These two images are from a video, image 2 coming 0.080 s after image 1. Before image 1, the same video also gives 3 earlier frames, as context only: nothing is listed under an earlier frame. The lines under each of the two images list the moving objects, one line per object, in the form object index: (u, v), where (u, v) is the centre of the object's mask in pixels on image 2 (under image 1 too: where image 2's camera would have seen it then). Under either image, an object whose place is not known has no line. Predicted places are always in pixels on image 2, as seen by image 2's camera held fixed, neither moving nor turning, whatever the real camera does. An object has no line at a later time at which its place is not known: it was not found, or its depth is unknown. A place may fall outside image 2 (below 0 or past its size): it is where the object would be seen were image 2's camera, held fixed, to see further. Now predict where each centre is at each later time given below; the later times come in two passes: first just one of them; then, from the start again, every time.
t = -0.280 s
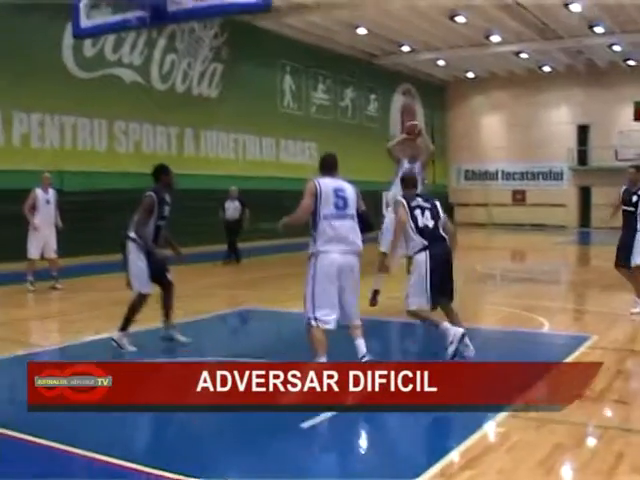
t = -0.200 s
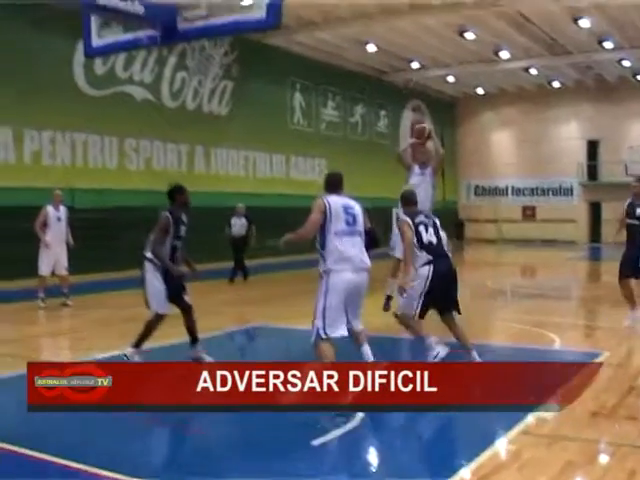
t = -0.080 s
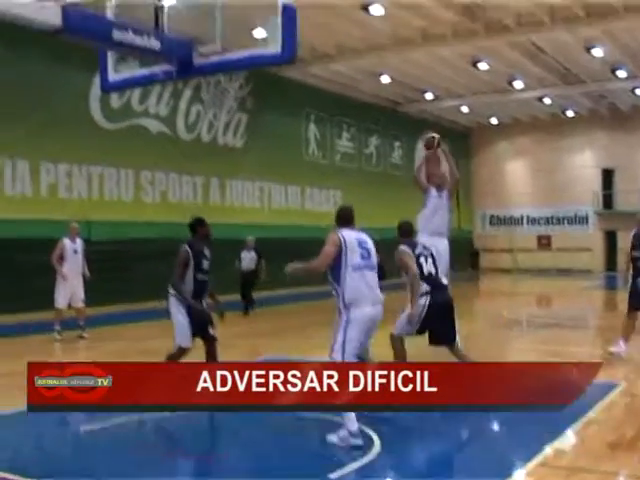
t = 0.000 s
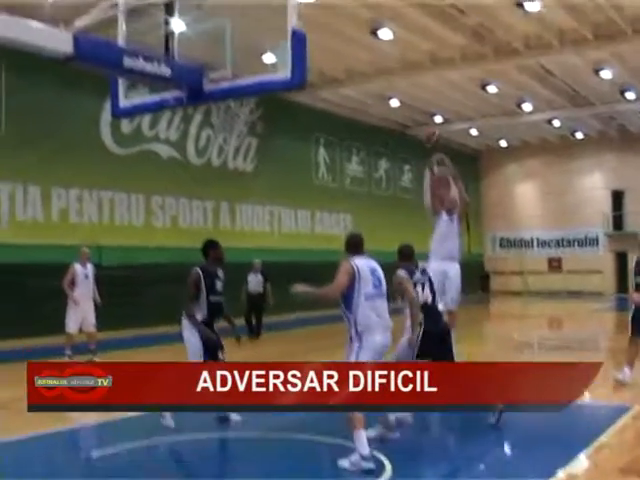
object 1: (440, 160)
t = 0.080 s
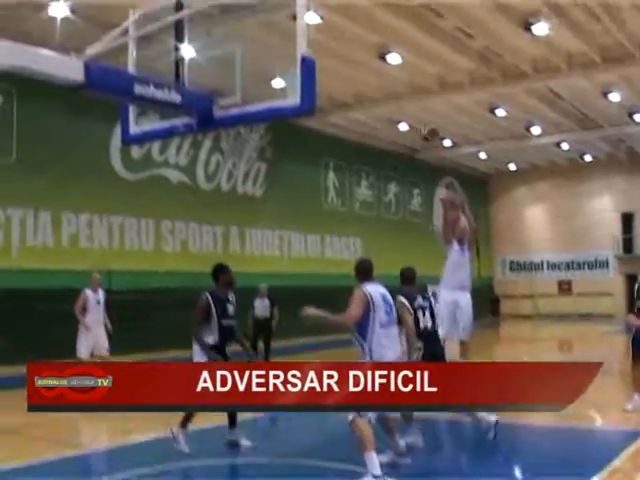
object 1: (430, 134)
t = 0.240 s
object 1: (403, 84)
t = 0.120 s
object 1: (422, 120)
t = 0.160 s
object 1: (417, 107)
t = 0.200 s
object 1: (410, 95)
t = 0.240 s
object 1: (403, 84)
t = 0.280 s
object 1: (396, 75)
